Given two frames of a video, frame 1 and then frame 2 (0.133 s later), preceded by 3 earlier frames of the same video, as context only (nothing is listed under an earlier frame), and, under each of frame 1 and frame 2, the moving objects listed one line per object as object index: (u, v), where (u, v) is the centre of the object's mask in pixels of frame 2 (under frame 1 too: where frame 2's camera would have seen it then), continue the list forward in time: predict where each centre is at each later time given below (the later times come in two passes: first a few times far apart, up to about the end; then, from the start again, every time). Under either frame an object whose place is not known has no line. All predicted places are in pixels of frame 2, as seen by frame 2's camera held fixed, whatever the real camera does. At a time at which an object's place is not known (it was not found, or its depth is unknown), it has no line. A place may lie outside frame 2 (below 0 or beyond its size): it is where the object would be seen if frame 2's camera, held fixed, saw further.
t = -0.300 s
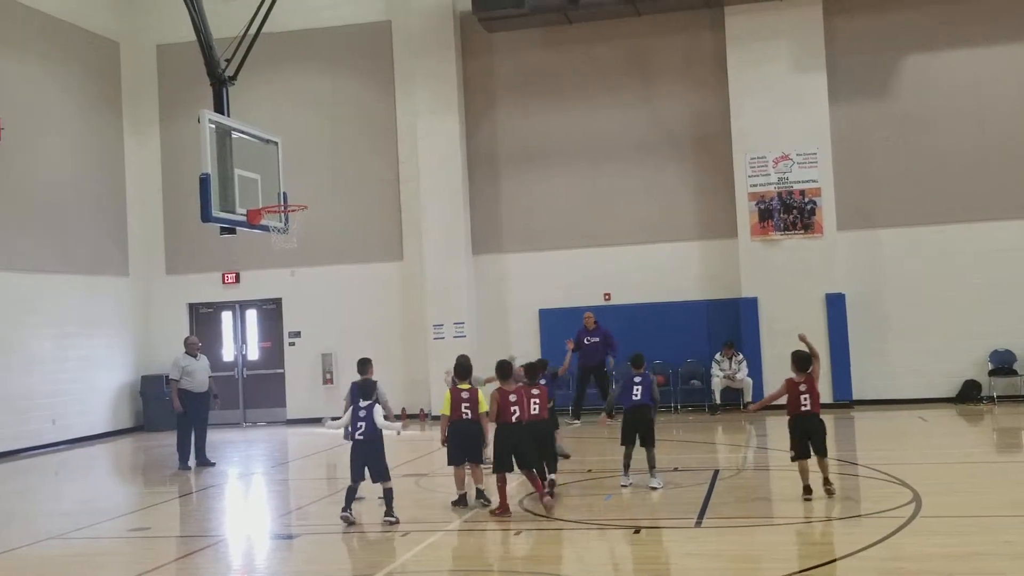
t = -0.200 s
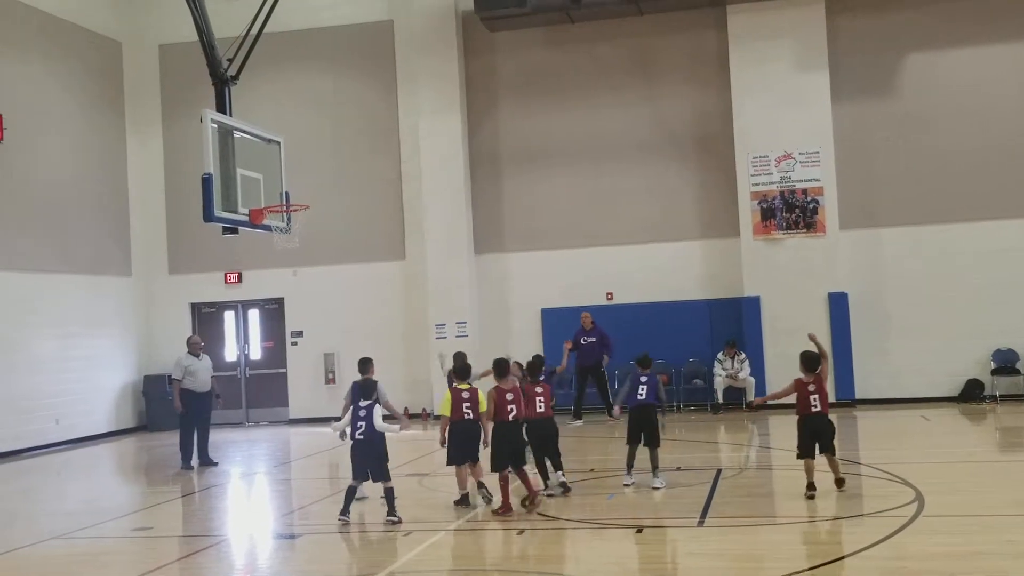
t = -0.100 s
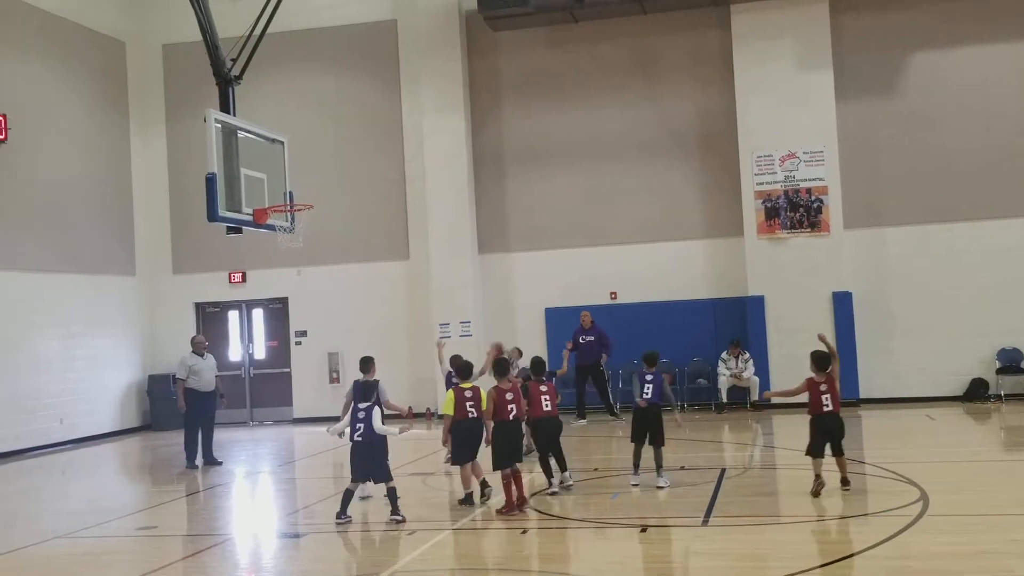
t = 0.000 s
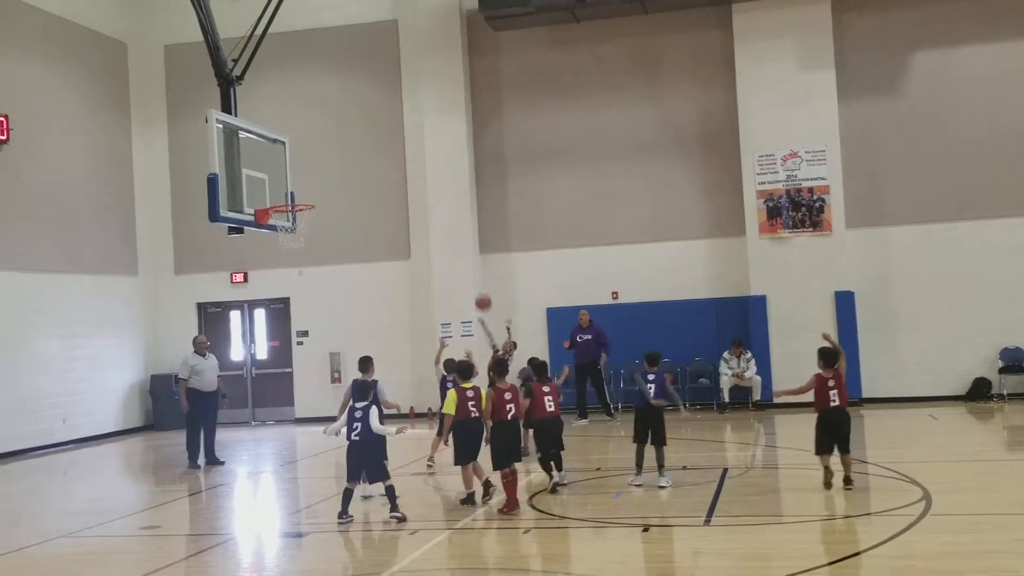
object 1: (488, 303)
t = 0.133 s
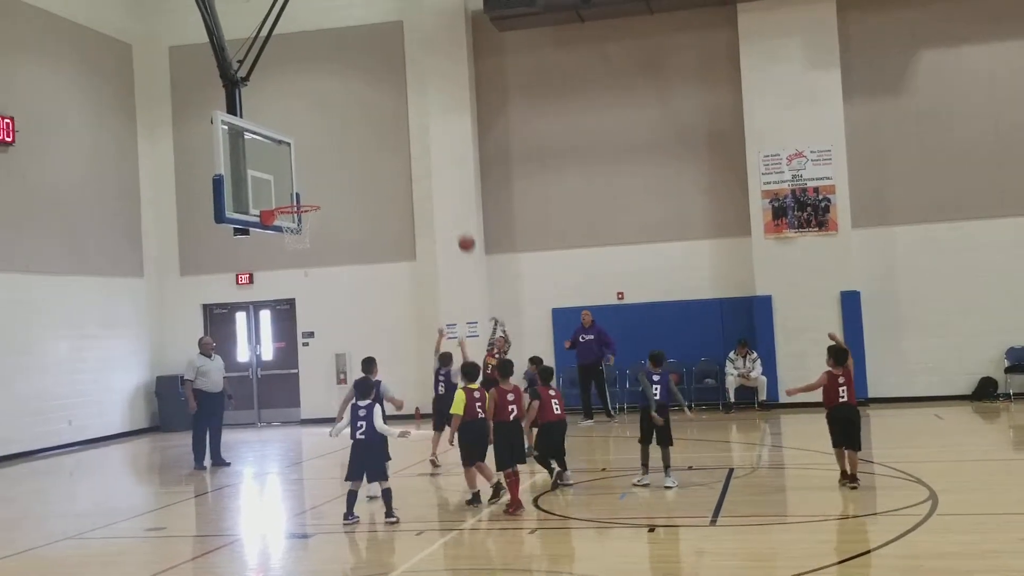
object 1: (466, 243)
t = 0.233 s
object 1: (450, 205)
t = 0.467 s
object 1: (409, 142)
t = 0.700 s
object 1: (368, 118)
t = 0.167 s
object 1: (461, 230)
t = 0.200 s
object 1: (455, 217)
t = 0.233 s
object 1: (450, 205)
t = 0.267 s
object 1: (444, 194)
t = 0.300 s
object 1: (438, 183)
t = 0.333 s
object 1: (433, 174)
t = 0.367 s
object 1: (427, 165)
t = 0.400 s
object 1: (421, 156)
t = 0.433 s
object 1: (415, 149)
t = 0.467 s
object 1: (409, 142)
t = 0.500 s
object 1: (404, 137)
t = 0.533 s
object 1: (398, 131)
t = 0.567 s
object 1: (392, 127)
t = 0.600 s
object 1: (386, 123)
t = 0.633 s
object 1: (380, 121)
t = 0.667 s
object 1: (374, 119)
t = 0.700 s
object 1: (368, 118)
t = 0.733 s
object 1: (363, 118)
